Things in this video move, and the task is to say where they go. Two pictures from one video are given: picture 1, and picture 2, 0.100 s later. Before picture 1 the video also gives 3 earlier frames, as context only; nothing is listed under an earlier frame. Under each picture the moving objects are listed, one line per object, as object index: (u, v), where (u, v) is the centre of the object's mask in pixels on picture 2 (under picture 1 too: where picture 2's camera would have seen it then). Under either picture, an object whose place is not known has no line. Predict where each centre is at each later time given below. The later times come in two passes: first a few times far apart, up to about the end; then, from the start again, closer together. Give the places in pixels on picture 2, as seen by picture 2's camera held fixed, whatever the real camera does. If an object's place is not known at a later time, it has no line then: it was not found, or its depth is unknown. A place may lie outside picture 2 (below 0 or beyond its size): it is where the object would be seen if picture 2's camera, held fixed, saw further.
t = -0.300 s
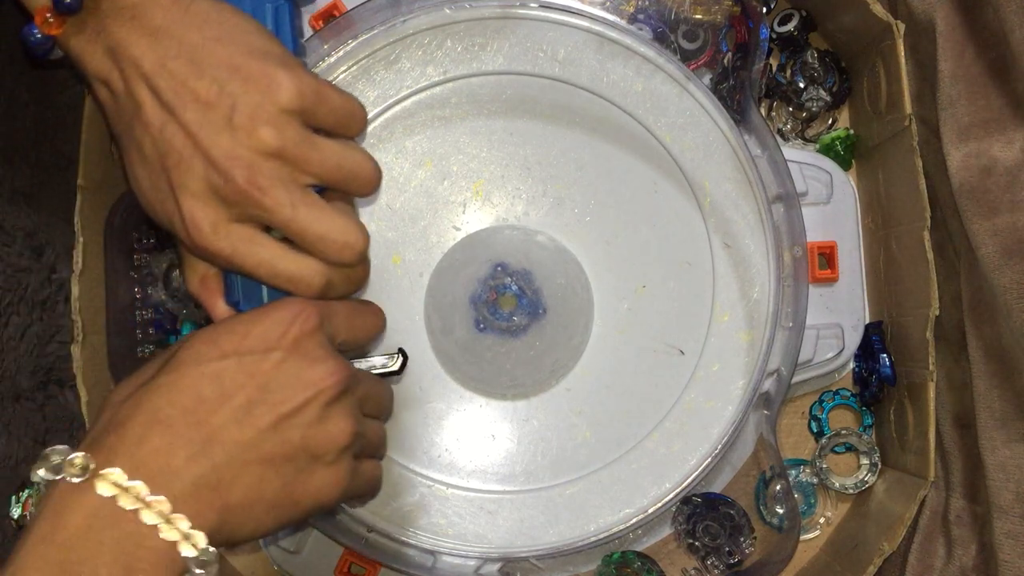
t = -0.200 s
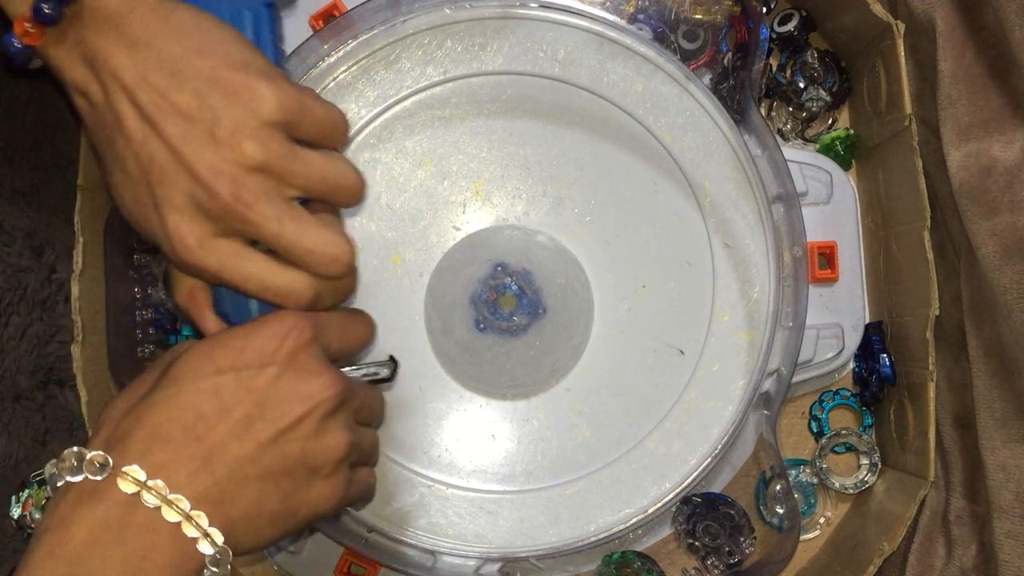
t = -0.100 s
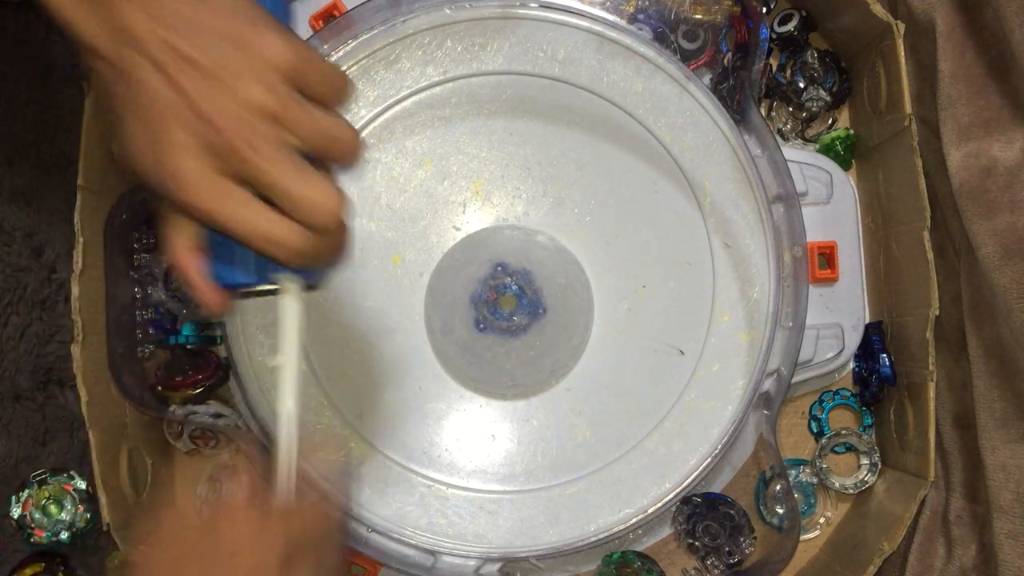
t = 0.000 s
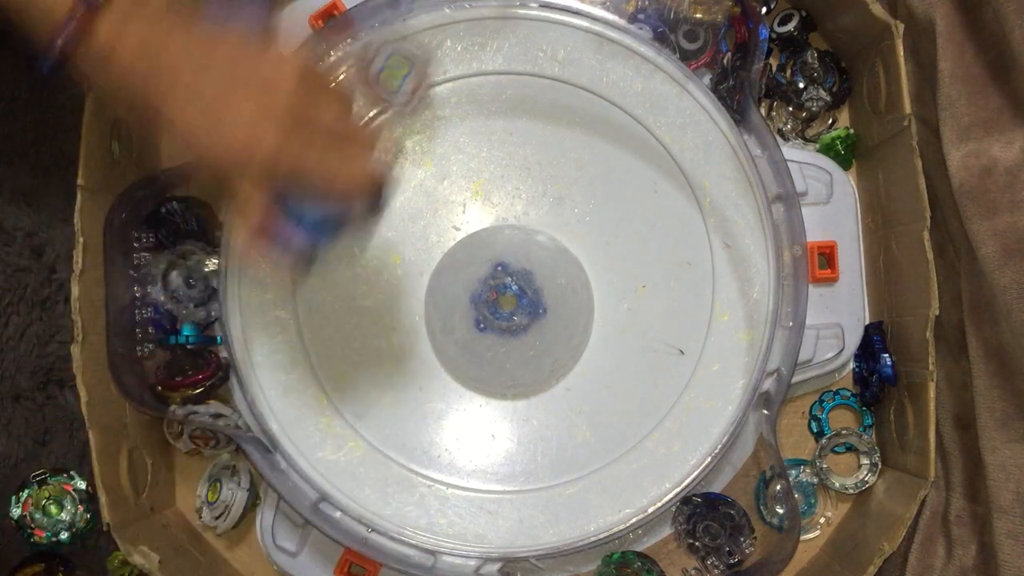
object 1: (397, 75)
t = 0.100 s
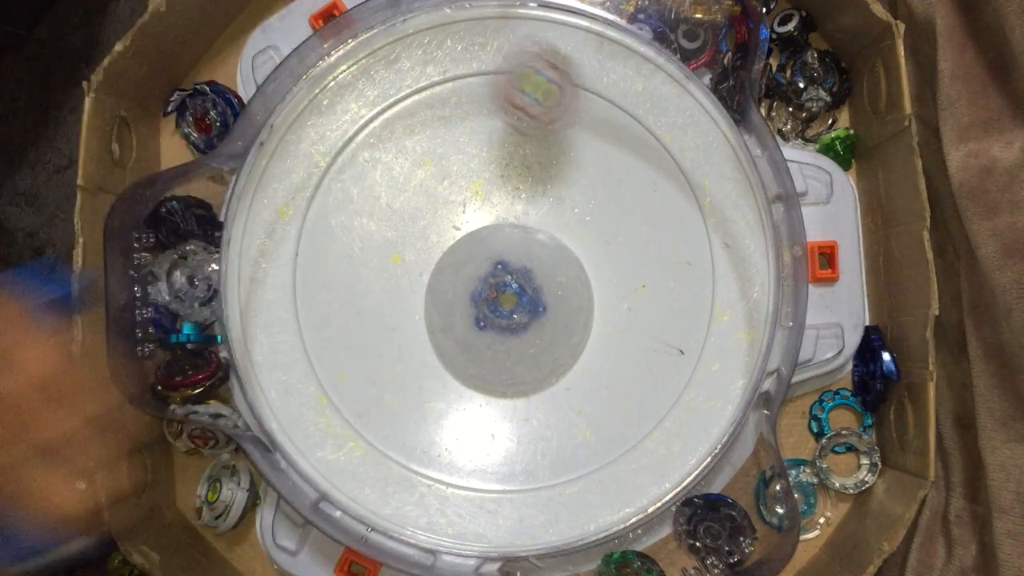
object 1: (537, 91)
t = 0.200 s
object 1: (652, 206)
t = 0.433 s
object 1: (641, 475)
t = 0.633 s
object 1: (516, 505)
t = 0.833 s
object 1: (406, 418)
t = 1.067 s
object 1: (398, 329)
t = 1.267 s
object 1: (395, 282)
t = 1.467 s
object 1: (401, 272)
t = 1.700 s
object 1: (398, 313)
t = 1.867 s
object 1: (414, 363)
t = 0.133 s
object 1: (584, 138)
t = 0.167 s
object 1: (619, 162)
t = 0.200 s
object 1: (652, 206)
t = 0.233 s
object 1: (681, 254)
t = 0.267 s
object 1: (706, 305)
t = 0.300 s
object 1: (708, 345)
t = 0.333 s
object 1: (695, 382)
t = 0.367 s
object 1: (681, 419)
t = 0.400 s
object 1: (664, 448)
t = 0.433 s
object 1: (641, 475)
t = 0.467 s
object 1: (621, 500)
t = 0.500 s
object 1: (597, 521)
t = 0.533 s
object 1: (572, 535)
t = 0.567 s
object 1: (548, 539)
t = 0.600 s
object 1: (532, 521)
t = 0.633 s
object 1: (516, 505)
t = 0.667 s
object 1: (502, 482)
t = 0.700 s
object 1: (490, 450)
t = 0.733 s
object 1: (476, 420)
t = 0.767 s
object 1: (449, 422)
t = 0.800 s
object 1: (425, 422)
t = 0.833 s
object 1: (406, 418)
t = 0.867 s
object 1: (391, 410)
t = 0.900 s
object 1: (380, 401)
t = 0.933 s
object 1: (373, 388)
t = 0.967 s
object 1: (373, 372)
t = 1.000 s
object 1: (380, 360)
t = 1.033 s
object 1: (388, 345)
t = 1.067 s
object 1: (398, 329)
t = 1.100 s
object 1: (388, 319)
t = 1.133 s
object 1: (381, 309)
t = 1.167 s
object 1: (379, 300)
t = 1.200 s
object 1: (380, 292)
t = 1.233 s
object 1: (386, 287)
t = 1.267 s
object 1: (395, 282)
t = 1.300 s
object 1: (398, 277)
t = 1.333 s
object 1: (399, 273)
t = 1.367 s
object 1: (401, 272)
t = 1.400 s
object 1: (399, 269)
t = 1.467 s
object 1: (401, 272)
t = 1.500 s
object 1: (398, 274)
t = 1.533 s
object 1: (397, 277)
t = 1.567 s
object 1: (397, 284)
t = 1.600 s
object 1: (399, 291)
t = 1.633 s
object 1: (398, 297)
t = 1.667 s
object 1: (398, 305)
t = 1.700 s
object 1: (398, 313)
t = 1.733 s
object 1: (399, 322)
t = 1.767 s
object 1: (401, 332)
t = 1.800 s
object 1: (404, 343)
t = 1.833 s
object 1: (408, 353)
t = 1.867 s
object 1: (414, 363)
